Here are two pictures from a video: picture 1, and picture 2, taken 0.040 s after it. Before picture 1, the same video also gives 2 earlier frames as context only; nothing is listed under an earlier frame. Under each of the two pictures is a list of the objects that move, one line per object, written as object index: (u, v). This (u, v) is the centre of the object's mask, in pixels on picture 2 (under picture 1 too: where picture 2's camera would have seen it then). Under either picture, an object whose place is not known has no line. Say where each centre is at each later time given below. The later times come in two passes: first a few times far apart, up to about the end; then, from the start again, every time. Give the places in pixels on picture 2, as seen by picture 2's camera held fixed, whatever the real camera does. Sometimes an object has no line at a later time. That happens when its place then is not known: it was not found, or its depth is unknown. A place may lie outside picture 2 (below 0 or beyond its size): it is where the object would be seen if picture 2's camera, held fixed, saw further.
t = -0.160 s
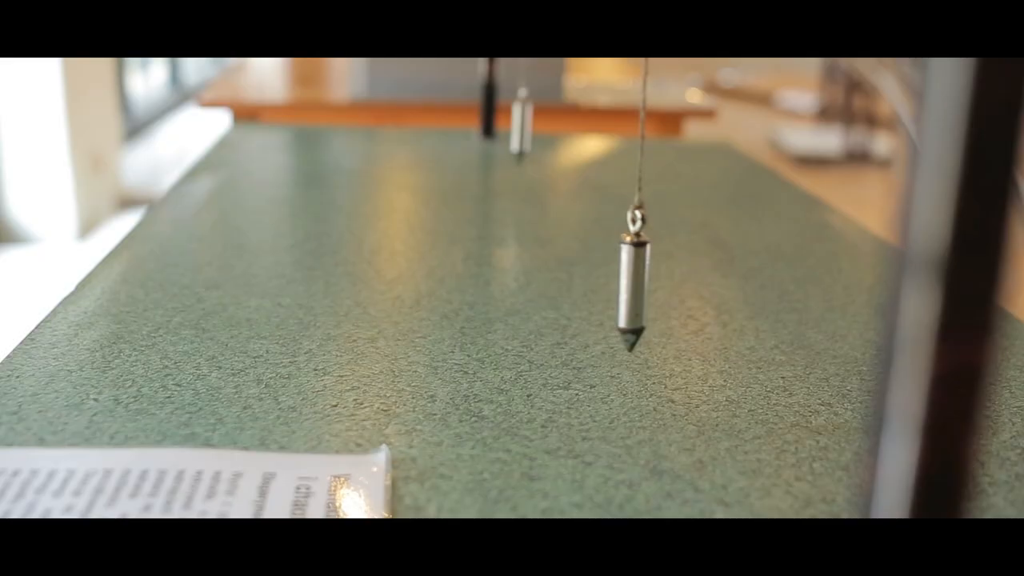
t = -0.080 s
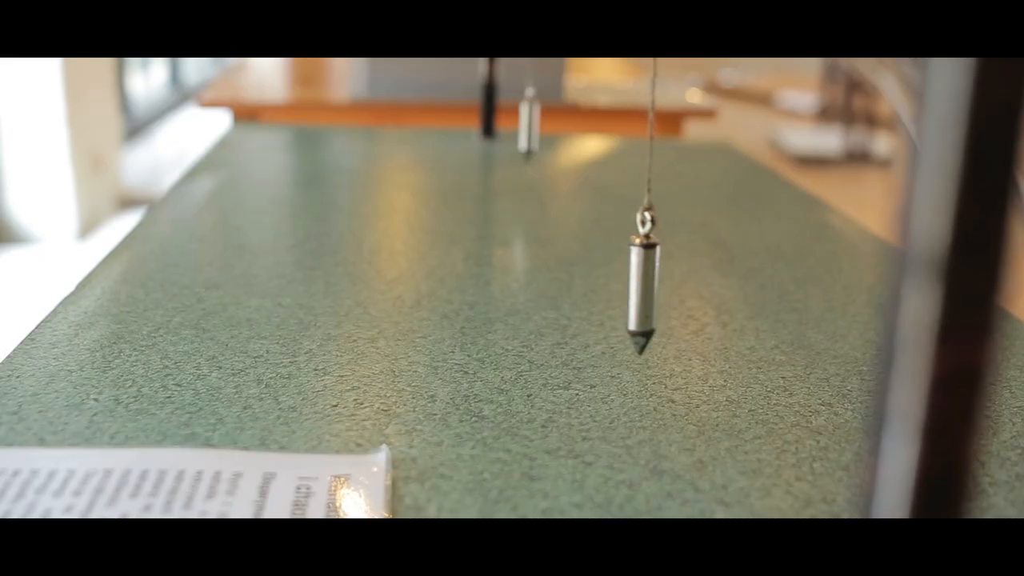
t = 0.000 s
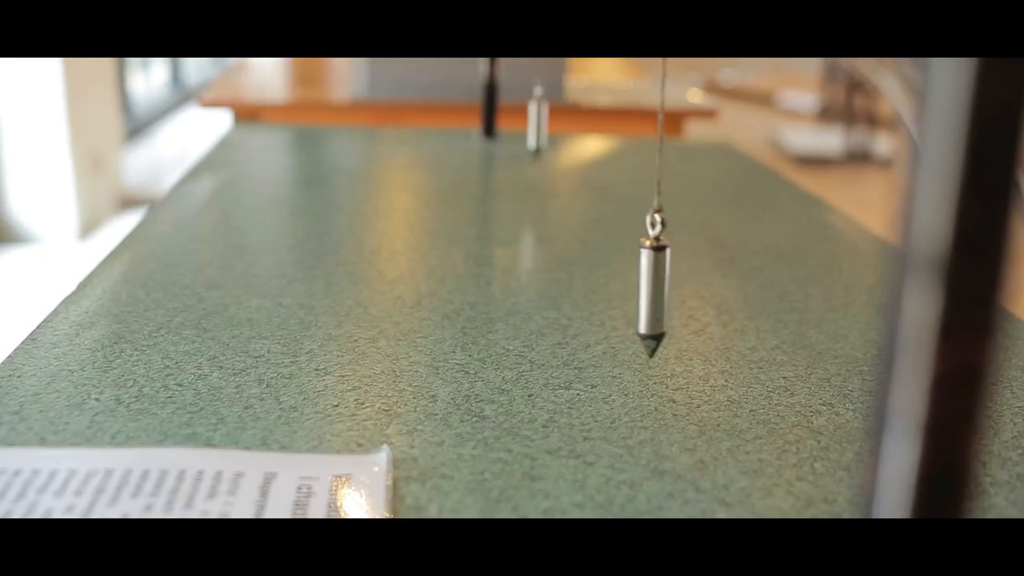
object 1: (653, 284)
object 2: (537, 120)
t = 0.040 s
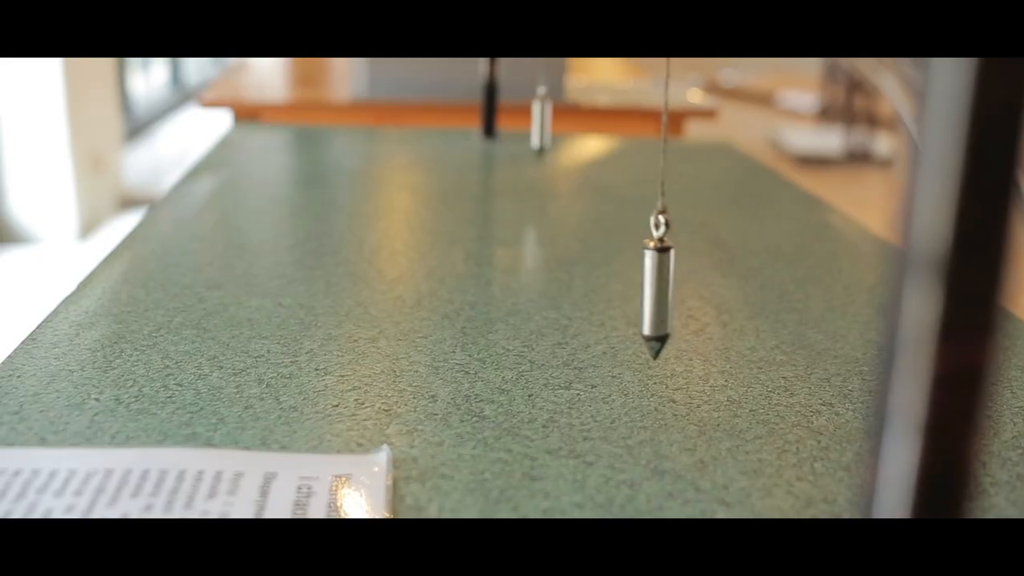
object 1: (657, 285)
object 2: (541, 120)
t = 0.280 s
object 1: (669, 293)
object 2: (553, 116)
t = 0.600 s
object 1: (645, 292)
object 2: (537, 117)
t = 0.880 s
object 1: (615, 284)
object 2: (510, 121)
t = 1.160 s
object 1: (612, 277)
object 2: (502, 123)
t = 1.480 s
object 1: (643, 282)
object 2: (529, 122)
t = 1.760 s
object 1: (667, 291)
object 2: (554, 116)
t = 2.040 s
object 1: (658, 294)
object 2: (551, 117)
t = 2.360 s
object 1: (622, 286)
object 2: (518, 121)
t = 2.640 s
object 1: (610, 279)
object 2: (500, 123)
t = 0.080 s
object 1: (660, 287)
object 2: (544, 119)
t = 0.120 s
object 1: (664, 288)
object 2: (547, 118)
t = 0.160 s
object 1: (666, 289)
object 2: (550, 117)
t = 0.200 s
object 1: (668, 291)
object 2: (551, 117)
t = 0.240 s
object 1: (669, 292)
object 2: (553, 116)
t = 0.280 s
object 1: (669, 293)
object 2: (553, 116)
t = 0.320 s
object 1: (669, 294)
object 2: (553, 115)
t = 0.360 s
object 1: (667, 294)
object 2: (553, 115)
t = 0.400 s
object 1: (665, 294)
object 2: (552, 115)
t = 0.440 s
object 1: (662, 295)
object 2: (550, 115)
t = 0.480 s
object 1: (658, 294)
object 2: (547, 115)
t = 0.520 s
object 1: (655, 294)
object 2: (545, 115)
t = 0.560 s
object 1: (650, 293)
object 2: (541, 116)
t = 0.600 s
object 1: (645, 292)
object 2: (537, 117)
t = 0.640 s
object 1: (640, 292)
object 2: (534, 117)
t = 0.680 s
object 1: (635, 290)
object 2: (529, 118)
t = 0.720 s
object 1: (630, 289)
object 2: (525, 119)
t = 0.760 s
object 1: (626, 288)
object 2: (521, 120)
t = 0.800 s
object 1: (622, 287)
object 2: (517, 120)
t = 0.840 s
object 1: (618, 286)
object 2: (513, 120)
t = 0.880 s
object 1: (615, 284)
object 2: (510, 121)
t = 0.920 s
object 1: (612, 283)
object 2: (506, 122)
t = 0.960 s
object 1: (610, 282)
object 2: (504, 122)
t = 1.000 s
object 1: (609, 280)
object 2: (502, 123)
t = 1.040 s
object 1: (609, 279)
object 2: (501, 123)
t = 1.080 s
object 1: (609, 278)
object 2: (501, 123)
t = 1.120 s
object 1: (610, 277)
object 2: (501, 123)
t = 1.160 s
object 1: (612, 277)
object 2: (502, 123)
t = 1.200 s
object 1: (615, 277)
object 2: (503, 123)
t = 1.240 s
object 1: (618, 277)
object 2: (506, 123)
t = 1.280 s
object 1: (621, 277)
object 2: (508, 123)
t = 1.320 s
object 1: (625, 278)
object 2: (512, 123)
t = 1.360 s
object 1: (629, 279)
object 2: (516, 123)
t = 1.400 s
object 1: (634, 280)
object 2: (520, 122)
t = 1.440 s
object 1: (639, 280)
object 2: (524, 122)
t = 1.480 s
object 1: (643, 282)
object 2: (529, 122)
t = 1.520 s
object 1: (648, 283)
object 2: (533, 122)
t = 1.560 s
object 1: (652, 285)
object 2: (537, 121)
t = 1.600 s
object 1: (656, 286)
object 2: (541, 120)
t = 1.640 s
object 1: (660, 287)
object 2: (545, 119)
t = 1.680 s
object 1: (663, 289)
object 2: (549, 118)
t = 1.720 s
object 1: (666, 290)
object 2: (552, 118)
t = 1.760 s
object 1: (667, 291)
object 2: (554, 116)
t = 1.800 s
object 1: (669, 292)
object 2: (556, 116)
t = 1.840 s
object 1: (669, 293)
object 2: (557, 116)
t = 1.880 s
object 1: (668, 294)
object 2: (557, 116)
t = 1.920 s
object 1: (667, 294)
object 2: (557, 115)
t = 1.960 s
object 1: (665, 294)
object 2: (555, 115)
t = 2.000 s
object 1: (662, 294)
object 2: (553, 117)
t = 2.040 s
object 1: (658, 294)
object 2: (551, 117)
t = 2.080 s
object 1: (654, 294)
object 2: (548, 117)
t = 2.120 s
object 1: (650, 293)
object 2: (544, 118)
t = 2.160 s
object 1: (646, 291)
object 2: (540, 118)
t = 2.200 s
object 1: (641, 291)
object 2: (536, 119)
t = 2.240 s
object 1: (636, 290)
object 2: (532, 120)
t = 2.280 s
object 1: (631, 288)
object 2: (527, 120)
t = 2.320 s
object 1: (626, 287)
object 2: (523, 121)
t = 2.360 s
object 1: (622, 286)
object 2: (518, 121)
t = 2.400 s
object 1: (619, 284)
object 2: (514, 121)
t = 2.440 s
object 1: (616, 284)
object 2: (510, 122)
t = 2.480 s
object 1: (613, 282)
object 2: (507, 122)
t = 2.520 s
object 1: (611, 280)
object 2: (504, 122)
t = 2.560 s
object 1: (610, 280)
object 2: (502, 122)
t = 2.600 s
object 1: (609, 279)
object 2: (500, 122)
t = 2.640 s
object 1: (610, 279)
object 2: (500, 123)
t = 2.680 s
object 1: (611, 277)
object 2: (500, 123)
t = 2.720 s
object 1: (612, 278)
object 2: (500, 123)
